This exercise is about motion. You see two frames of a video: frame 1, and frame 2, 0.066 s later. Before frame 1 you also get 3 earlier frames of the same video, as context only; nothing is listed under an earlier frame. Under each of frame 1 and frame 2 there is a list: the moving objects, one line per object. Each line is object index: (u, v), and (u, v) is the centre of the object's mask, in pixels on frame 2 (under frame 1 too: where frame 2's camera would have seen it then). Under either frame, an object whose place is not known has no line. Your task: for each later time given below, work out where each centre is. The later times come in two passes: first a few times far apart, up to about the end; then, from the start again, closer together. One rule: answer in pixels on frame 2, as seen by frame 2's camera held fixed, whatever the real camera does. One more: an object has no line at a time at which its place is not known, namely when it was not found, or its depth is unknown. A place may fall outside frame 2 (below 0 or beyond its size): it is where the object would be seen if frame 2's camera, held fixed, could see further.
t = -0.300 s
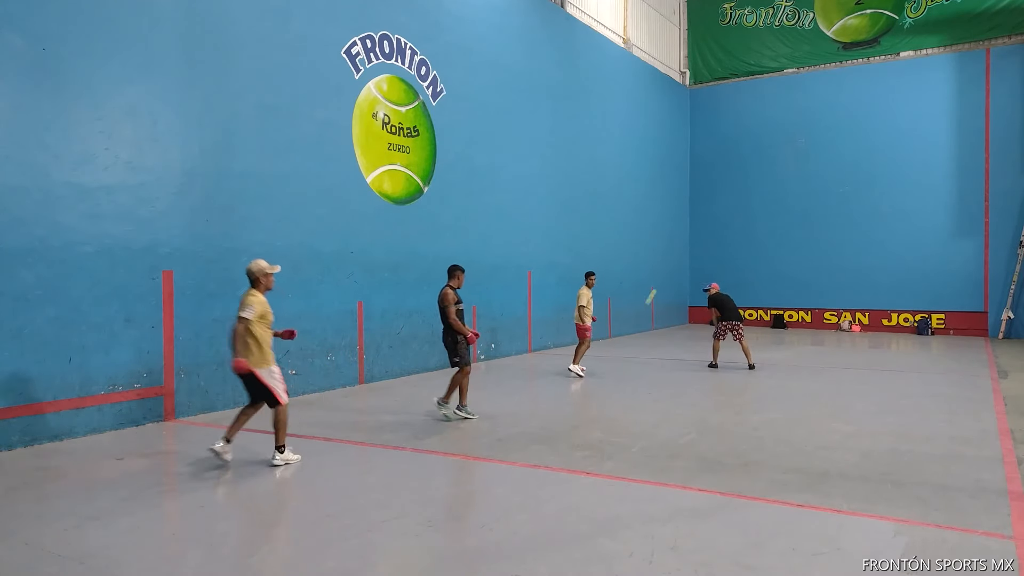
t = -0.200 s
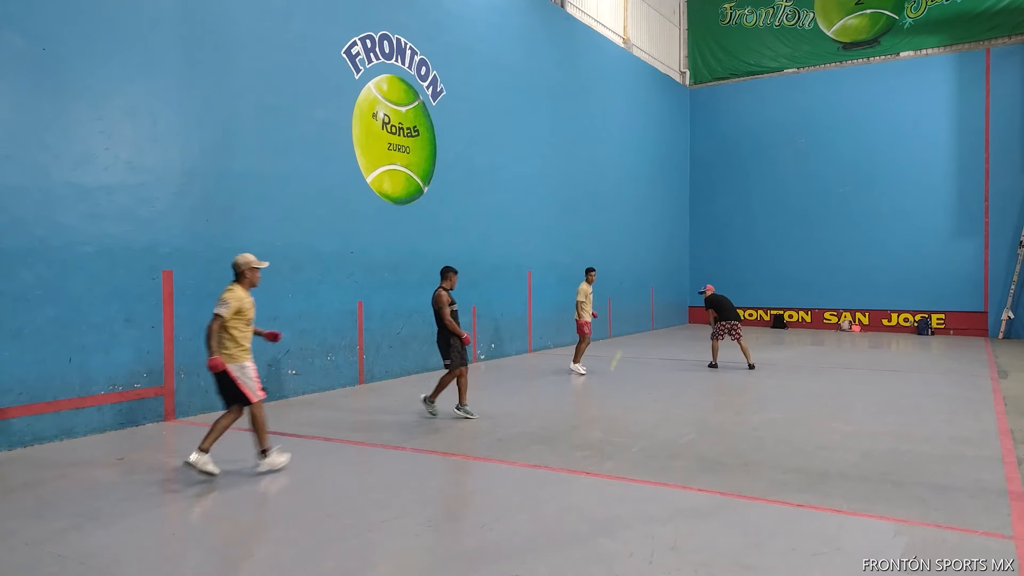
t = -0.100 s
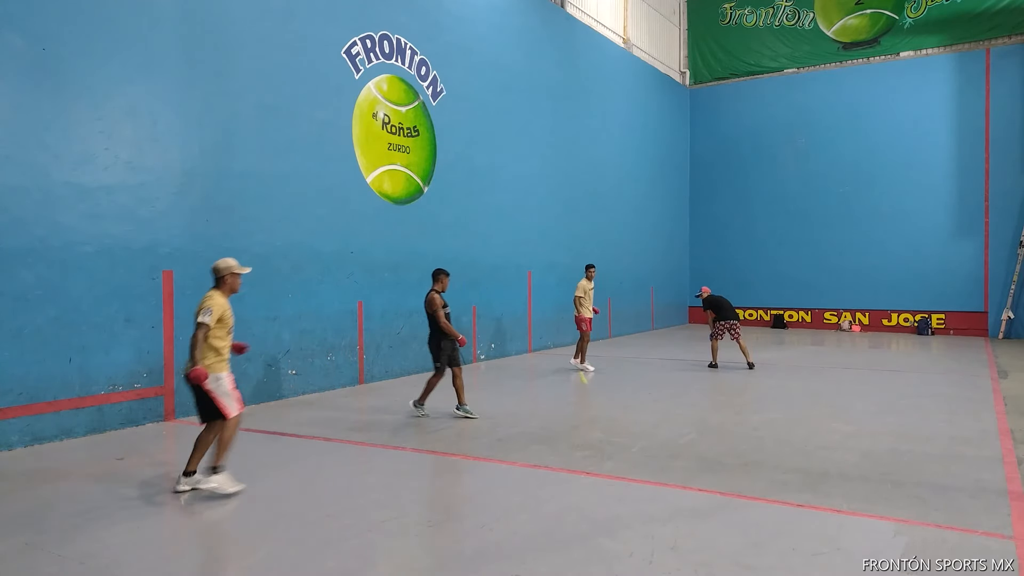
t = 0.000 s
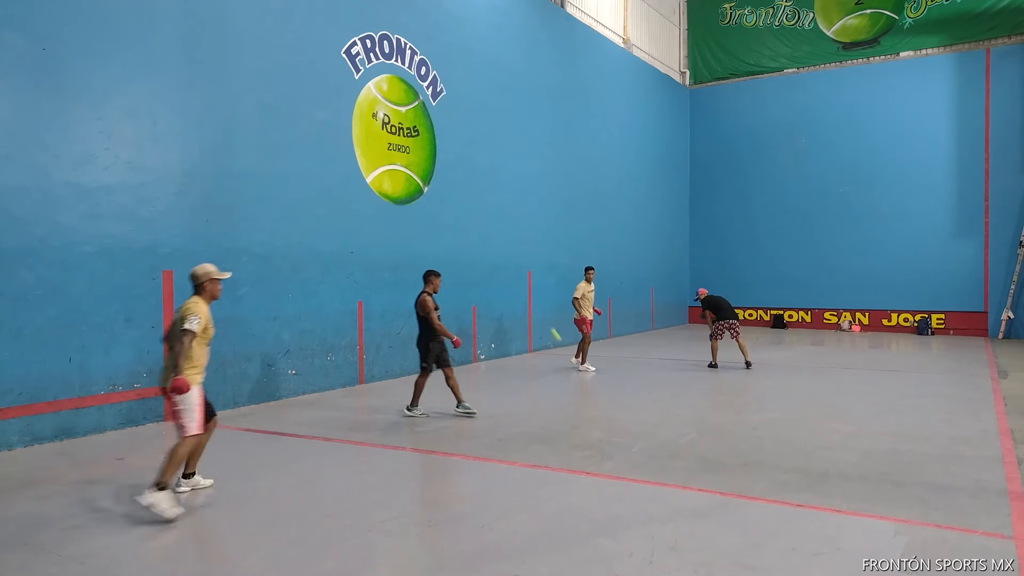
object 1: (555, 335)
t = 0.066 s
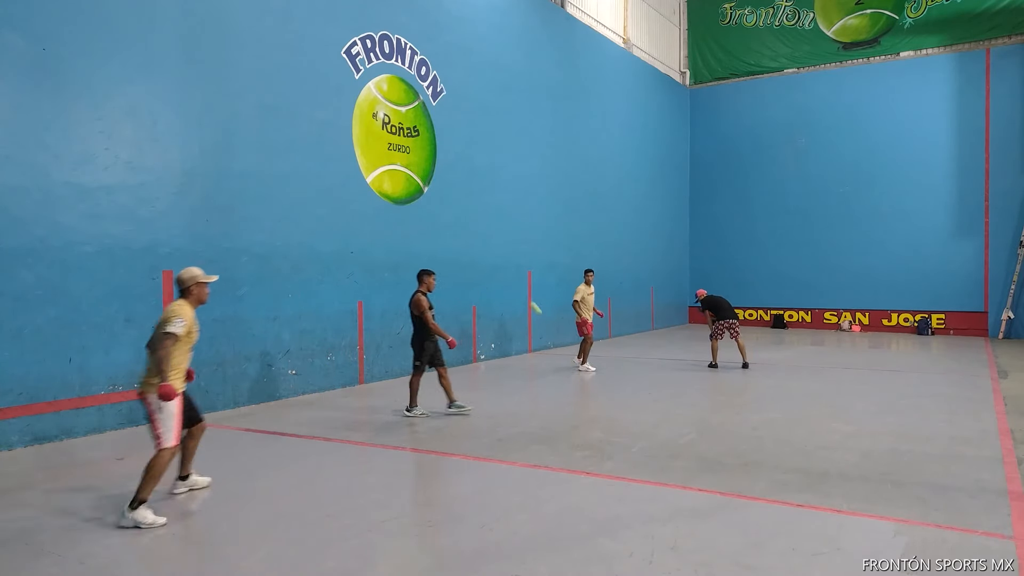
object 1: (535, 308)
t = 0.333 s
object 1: (420, 219)
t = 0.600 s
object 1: (257, 214)
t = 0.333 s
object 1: (420, 219)
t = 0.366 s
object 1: (403, 214)
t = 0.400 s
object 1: (386, 210)
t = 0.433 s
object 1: (368, 206)
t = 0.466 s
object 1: (348, 205)
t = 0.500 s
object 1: (328, 204)
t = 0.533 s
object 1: (305, 206)
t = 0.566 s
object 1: (282, 209)
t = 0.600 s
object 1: (257, 214)
